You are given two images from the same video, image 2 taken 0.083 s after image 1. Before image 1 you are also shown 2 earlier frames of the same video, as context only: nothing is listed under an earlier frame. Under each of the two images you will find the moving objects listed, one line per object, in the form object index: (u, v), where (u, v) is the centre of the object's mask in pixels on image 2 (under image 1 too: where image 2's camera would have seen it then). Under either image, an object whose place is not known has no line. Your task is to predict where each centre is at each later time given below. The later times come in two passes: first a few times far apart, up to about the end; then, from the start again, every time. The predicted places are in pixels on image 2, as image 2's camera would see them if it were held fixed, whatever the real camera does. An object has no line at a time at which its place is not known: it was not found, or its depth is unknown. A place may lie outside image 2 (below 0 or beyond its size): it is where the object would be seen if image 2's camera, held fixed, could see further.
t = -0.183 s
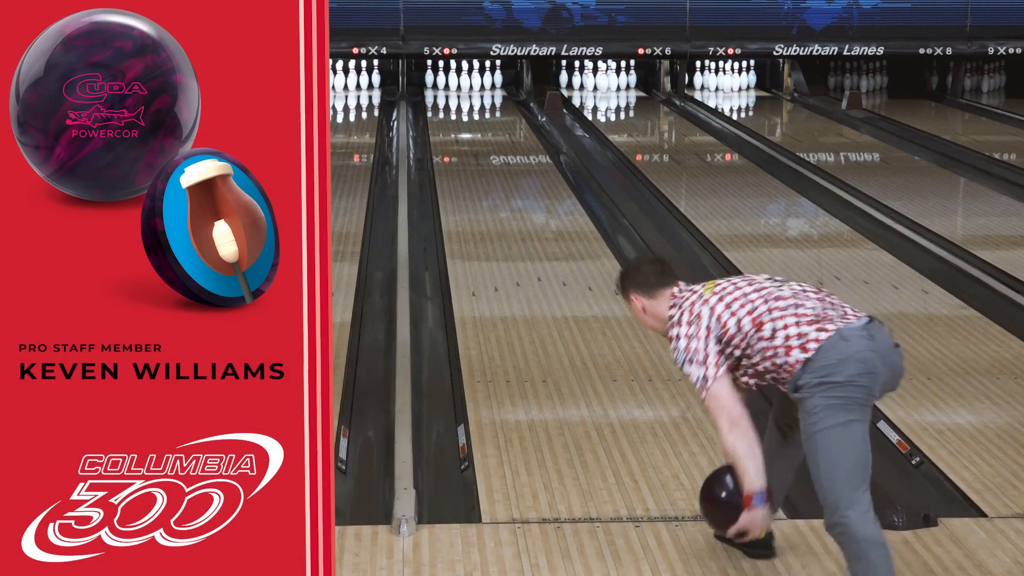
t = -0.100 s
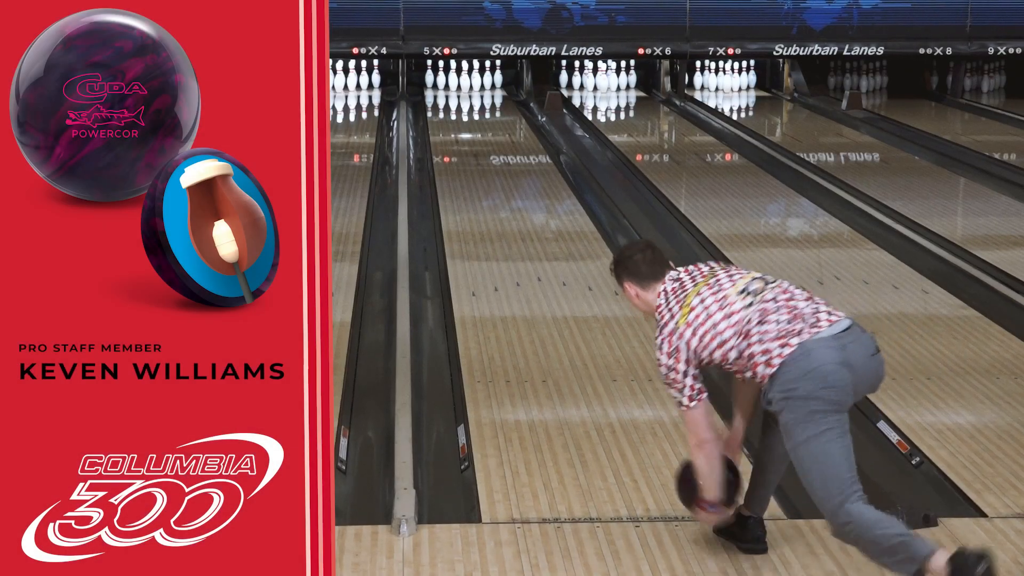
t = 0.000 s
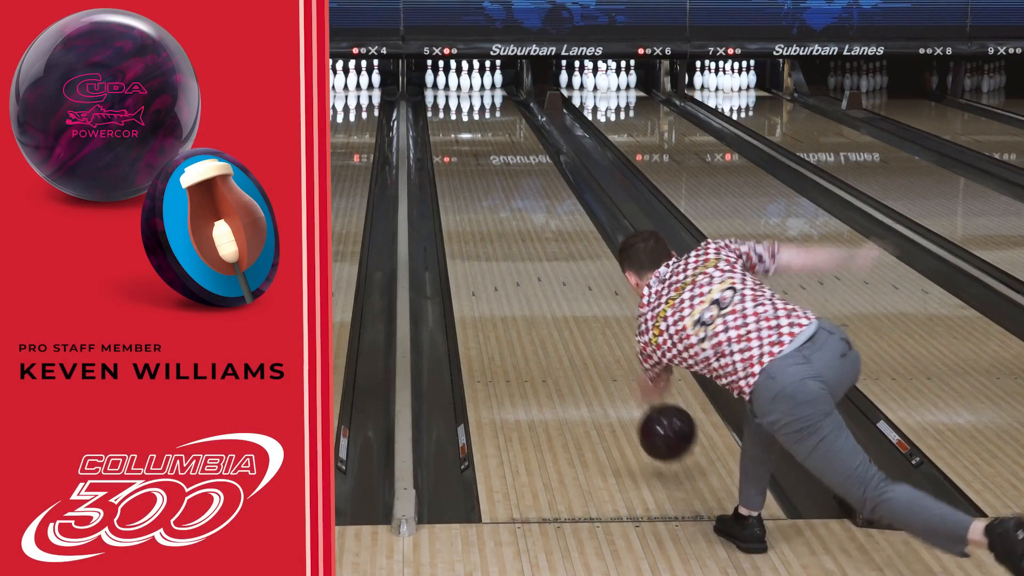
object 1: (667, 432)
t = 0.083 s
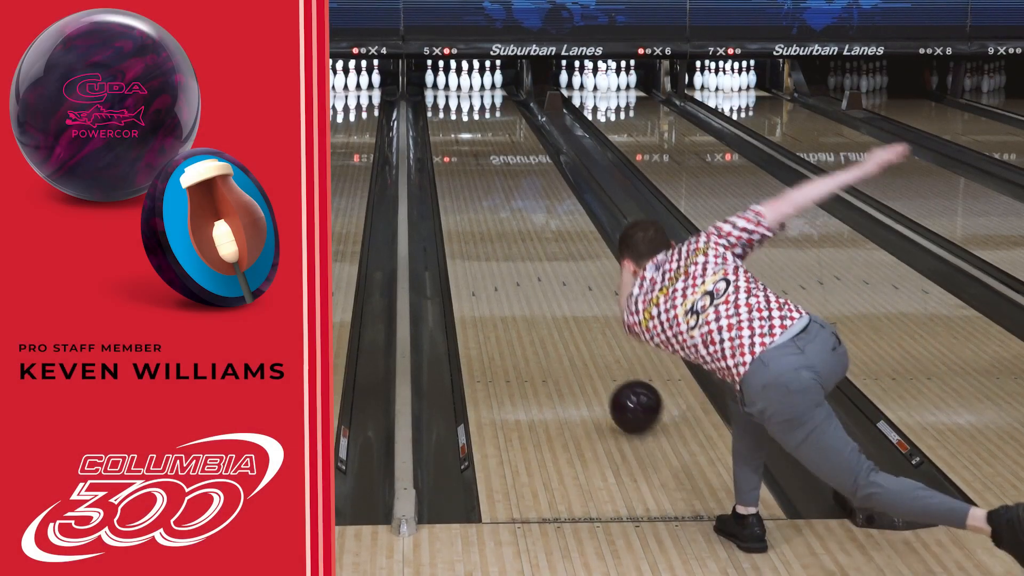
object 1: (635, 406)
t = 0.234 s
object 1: (592, 344)
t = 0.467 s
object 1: (544, 273)
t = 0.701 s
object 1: (511, 224)
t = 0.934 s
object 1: (487, 187)
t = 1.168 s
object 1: (470, 158)
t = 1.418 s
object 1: (455, 135)
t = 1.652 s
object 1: (447, 117)
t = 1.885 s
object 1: (446, 102)
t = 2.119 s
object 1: (452, 91)
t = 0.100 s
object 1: (630, 399)
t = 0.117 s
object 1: (624, 391)
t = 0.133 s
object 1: (619, 384)
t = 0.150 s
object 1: (614, 377)
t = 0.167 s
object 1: (610, 370)
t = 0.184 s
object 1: (605, 363)
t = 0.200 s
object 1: (600, 356)
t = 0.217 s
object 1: (596, 350)
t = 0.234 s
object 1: (592, 344)
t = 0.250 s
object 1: (588, 338)
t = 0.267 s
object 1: (584, 332)
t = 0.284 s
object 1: (580, 326)
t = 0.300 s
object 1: (576, 321)
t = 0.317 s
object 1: (573, 316)
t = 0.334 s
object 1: (569, 310)
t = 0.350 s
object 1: (566, 305)
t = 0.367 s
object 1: (562, 300)
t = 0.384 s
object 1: (559, 295)
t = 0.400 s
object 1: (556, 291)
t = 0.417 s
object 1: (553, 286)
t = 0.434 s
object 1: (550, 282)
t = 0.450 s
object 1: (547, 278)
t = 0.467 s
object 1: (544, 273)
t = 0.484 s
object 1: (541, 269)
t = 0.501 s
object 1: (538, 265)
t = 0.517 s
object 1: (536, 261)
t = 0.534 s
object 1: (533, 258)
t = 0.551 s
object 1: (531, 254)
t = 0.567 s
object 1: (529, 250)
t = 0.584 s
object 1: (526, 247)
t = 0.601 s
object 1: (524, 243)
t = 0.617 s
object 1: (521, 240)
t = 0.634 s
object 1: (519, 237)
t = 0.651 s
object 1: (517, 233)
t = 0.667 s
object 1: (515, 230)
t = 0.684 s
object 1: (513, 227)
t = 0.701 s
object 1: (511, 224)
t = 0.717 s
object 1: (509, 221)
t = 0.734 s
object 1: (507, 218)
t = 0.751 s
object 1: (505, 215)
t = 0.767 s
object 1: (503, 212)
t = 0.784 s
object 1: (501, 209)
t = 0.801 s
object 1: (500, 207)
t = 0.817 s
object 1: (498, 204)
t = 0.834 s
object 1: (497, 201)
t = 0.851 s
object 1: (495, 199)
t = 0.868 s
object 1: (493, 196)
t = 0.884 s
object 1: (492, 194)
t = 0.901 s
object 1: (490, 191)
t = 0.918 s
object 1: (489, 189)
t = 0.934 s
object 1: (487, 187)
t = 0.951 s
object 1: (486, 185)
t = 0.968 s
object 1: (484, 182)
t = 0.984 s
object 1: (483, 180)
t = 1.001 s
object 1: (482, 178)
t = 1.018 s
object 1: (480, 176)
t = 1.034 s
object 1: (479, 174)
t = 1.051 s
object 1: (478, 172)
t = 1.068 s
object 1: (477, 170)
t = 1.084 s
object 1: (475, 168)
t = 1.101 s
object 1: (474, 166)
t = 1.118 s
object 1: (473, 164)
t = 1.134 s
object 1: (472, 162)
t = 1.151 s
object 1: (471, 160)
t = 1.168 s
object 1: (470, 158)
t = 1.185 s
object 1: (468, 157)
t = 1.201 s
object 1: (467, 155)
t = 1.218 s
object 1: (466, 153)
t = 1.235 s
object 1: (465, 151)
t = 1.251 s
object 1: (465, 150)
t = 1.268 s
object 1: (463, 148)
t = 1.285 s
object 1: (462, 146)
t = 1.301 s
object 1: (461, 145)
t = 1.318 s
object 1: (461, 144)
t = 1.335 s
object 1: (460, 142)
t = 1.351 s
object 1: (459, 140)
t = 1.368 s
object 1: (458, 139)
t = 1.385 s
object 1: (457, 137)
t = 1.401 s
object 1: (456, 136)
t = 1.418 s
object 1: (455, 135)
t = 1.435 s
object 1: (455, 133)
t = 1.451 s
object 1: (454, 132)
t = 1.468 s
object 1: (453, 130)
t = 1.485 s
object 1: (453, 129)
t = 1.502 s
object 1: (452, 128)
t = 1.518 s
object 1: (451, 126)
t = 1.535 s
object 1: (451, 125)
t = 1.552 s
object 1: (450, 124)
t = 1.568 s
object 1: (449, 123)
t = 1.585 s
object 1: (449, 122)
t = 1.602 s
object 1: (449, 120)
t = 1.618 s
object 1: (448, 119)
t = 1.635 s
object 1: (447, 118)
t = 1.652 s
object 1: (447, 117)
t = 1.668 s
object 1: (447, 116)
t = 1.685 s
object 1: (446, 115)
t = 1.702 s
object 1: (446, 114)
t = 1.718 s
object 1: (446, 112)
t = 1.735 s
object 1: (446, 111)
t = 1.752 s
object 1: (446, 110)
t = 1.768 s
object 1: (446, 109)
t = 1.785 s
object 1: (445, 108)
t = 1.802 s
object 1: (445, 107)
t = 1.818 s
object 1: (445, 106)
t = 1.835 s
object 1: (445, 105)
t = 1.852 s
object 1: (445, 104)
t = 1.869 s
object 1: (446, 103)
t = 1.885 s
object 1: (446, 102)
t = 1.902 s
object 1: (446, 102)
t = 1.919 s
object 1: (446, 101)
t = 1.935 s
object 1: (446, 100)
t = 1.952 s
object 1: (447, 99)
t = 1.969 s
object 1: (447, 98)
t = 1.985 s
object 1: (448, 97)
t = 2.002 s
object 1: (448, 97)
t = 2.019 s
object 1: (448, 96)
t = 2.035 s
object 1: (449, 95)
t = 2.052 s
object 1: (450, 94)
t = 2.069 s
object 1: (450, 93)
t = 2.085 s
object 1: (451, 93)
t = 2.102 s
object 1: (451, 92)
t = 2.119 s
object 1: (452, 91)
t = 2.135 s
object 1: (453, 91)
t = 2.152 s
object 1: (454, 90)
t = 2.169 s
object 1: (455, 89)
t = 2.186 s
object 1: (455, 88)
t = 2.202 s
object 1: (456, 88)
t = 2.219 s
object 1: (456, 87)
